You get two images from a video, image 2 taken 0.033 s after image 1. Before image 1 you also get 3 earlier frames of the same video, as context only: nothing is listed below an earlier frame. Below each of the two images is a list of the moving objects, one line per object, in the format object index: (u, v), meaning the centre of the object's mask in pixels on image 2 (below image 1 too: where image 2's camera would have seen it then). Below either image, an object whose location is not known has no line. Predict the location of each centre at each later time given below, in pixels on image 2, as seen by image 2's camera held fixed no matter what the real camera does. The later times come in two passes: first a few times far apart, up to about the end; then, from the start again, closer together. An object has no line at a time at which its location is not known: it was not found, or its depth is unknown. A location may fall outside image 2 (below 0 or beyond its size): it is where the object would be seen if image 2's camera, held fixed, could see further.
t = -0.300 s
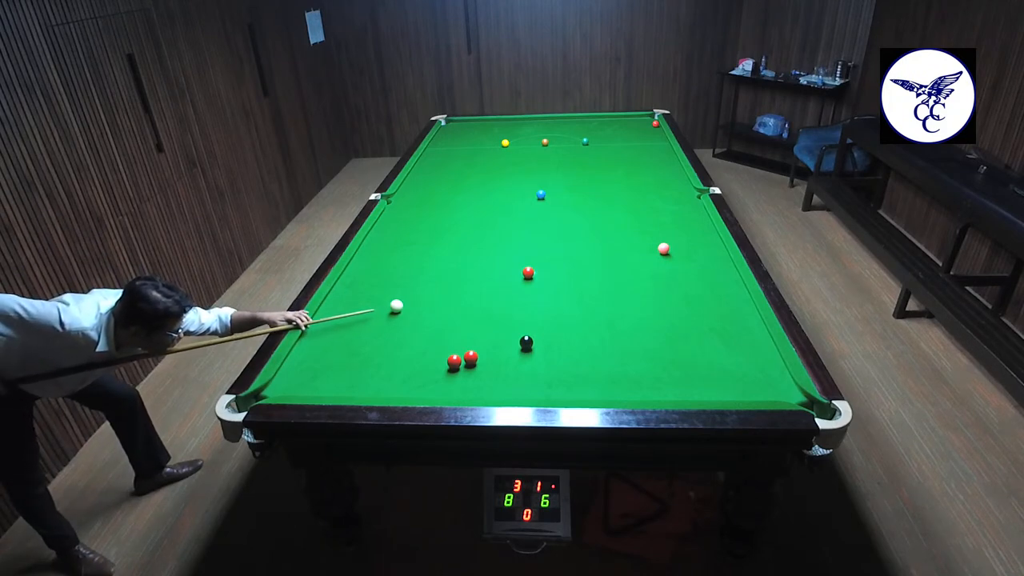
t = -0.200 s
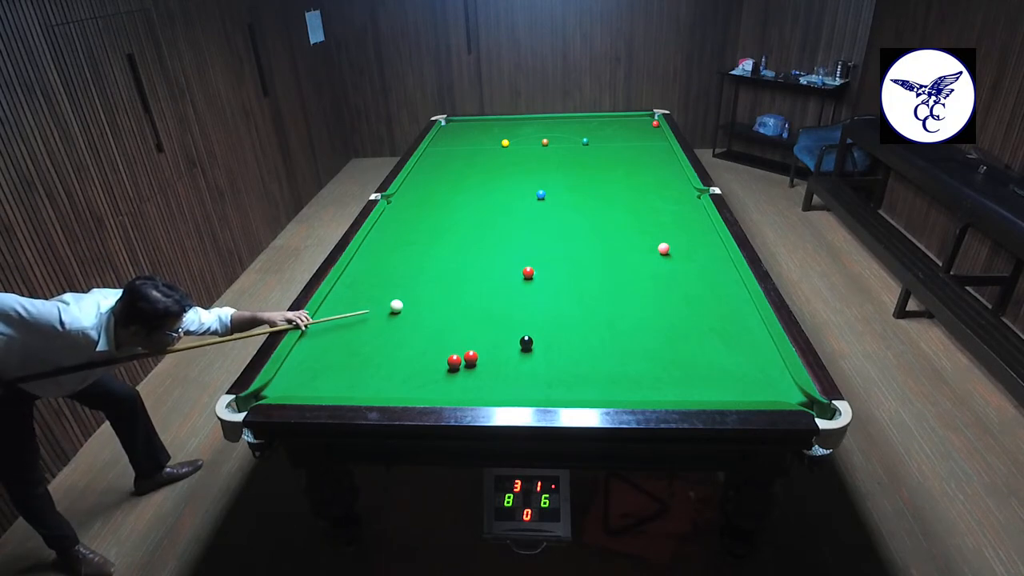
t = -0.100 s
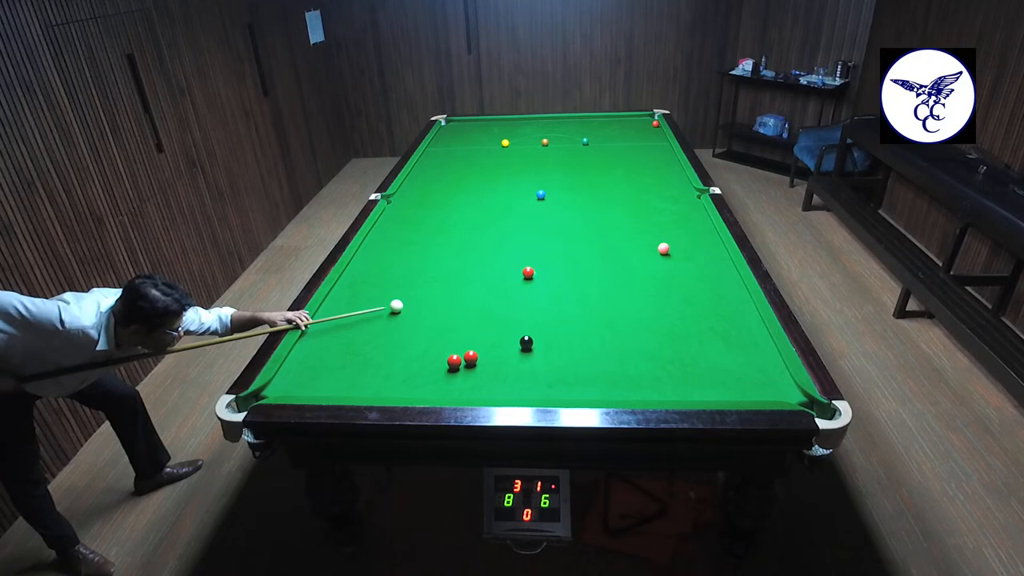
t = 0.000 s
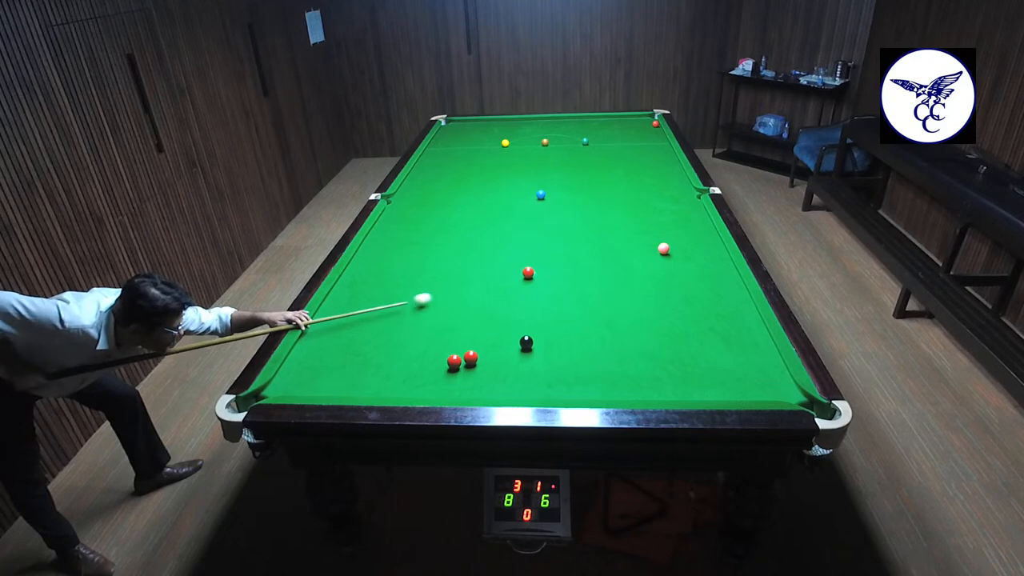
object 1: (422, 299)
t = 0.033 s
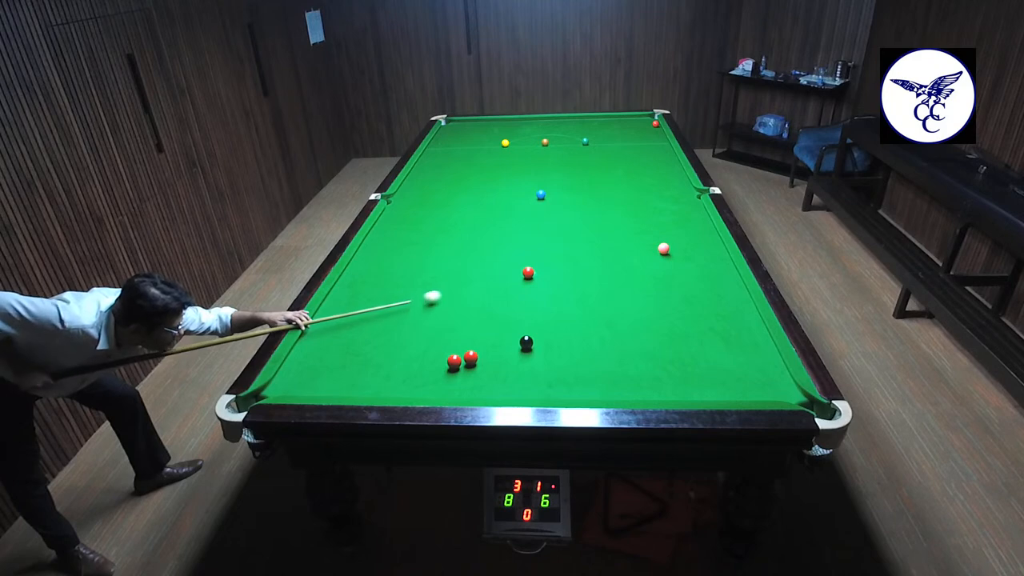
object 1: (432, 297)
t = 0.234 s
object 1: (484, 285)
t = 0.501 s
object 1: (530, 279)
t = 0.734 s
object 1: (554, 281)
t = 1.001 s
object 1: (580, 284)
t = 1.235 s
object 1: (602, 286)
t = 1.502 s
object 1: (626, 288)
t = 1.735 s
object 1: (646, 290)
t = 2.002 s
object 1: (668, 292)
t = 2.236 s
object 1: (685, 294)
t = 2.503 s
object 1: (704, 296)
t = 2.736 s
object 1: (720, 298)
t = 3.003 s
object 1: (736, 300)
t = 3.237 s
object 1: (745, 302)
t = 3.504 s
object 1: (737, 303)
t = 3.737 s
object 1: (731, 303)
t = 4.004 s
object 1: (726, 304)
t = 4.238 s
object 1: (722, 305)
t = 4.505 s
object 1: (719, 305)
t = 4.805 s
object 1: (714, 304)
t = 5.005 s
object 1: (718, 305)
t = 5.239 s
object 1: (718, 305)
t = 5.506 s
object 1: (719, 305)
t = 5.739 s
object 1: (719, 305)
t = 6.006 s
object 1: (719, 305)
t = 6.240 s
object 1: (719, 305)
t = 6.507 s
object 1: (719, 305)
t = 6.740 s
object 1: (719, 305)
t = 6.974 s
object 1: (719, 305)
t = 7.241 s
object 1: (719, 305)
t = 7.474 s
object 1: (719, 305)
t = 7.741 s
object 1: (719, 305)
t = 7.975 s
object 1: (719, 305)
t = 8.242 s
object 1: (719, 305)
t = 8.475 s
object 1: (719, 305)
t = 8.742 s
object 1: (719, 305)
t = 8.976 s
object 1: (719, 305)
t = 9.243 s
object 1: (719, 305)
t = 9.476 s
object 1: (719, 305)
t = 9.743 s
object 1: (719, 305)
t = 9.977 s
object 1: (718, 305)
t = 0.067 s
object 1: (441, 295)
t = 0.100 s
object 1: (450, 292)
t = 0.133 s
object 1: (459, 290)
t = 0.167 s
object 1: (468, 288)
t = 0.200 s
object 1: (476, 286)
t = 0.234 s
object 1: (484, 285)
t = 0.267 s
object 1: (493, 282)
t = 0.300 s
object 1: (501, 280)
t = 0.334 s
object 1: (509, 279)
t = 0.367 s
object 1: (517, 277)
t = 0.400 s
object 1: (521, 277)
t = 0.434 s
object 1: (524, 278)
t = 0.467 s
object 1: (527, 279)
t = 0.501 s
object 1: (530, 279)
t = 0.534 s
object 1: (533, 279)
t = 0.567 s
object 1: (537, 280)
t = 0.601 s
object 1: (540, 280)
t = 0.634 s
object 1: (544, 281)
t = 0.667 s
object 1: (547, 281)
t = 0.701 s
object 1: (550, 281)
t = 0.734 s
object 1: (554, 281)
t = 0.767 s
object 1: (557, 282)
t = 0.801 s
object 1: (560, 282)
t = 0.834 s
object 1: (564, 282)
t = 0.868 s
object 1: (567, 283)
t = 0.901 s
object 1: (570, 283)
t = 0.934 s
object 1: (573, 283)
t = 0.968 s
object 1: (577, 284)
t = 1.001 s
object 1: (580, 284)
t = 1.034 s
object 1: (583, 284)
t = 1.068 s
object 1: (586, 285)
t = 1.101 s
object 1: (589, 285)
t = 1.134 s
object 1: (593, 285)
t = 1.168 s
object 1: (596, 285)
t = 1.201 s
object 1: (599, 286)
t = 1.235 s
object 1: (602, 286)
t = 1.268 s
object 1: (605, 286)
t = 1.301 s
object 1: (608, 287)
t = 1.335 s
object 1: (611, 287)
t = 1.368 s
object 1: (614, 287)
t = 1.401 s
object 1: (617, 287)
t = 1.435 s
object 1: (620, 288)
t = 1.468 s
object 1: (623, 288)
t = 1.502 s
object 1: (626, 288)
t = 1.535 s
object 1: (629, 288)
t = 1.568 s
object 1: (632, 289)
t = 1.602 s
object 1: (635, 289)
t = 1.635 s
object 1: (638, 289)
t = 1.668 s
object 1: (640, 290)
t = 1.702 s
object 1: (643, 290)
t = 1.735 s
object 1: (646, 290)
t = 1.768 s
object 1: (649, 290)
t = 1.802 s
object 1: (652, 291)
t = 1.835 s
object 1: (654, 291)
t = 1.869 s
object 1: (657, 291)
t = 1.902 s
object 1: (660, 292)
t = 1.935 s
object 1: (662, 292)
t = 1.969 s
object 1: (665, 292)
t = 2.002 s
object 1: (668, 292)
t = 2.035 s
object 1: (670, 293)
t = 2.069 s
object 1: (673, 293)
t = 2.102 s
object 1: (675, 293)
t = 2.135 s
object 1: (678, 293)
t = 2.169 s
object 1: (680, 294)
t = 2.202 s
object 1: (682, 294)
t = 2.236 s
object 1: (685, 294)
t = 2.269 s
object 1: (688, 294)
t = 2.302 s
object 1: (690, 295)
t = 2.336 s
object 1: (693, 295)
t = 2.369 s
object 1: (695, 295)
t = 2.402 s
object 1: (697, 296)
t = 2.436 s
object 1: (700, 296)
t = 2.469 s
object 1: (702, 296)
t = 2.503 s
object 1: (704, 296)
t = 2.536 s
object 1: (707, 297)
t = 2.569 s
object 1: (709, 297)
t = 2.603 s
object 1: (711, 297)
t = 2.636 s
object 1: (714, 297)
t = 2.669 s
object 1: (716, 298)
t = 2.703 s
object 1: (718, 298)
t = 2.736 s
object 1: (720, 298)
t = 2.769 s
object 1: (722, 298)
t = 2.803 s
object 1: (724, 299)
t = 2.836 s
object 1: (727, 299)
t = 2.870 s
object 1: (728, 299)
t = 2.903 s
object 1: (731, 299)
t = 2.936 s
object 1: (733, 300)
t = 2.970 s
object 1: (734, 300)
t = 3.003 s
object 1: (736, 300)
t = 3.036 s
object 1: (738, 300)
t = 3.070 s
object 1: (740, 301)
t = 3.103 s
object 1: (742, 301)
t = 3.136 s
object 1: (744, 301)
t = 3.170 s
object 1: (746, 301)
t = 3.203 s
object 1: (746, 302)
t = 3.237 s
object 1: (745, 302)
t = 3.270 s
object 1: (744, 302)
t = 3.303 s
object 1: (743, 302)
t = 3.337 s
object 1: (742, 302)
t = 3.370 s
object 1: (741, 302)
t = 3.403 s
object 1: (740, 302)
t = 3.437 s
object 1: (739, 302)
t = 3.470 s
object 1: (738, 302)
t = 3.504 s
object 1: (737, 303)
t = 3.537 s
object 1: (736, 303)
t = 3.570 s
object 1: (735, 303)
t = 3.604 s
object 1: (734, 303)
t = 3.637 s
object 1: (733, 303)
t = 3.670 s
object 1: (733, 303)
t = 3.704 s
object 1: (732, 303)
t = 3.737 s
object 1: (731, 303)
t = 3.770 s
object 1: (730, 303)
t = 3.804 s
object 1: (730, 304)
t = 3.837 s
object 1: (729, 304)
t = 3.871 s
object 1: (728, 304)
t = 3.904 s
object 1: (727, 304)
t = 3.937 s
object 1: (727, 304)
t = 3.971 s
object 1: (726, 304)
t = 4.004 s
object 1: (726, 304)
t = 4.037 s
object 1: (725, 304)
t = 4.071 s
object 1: (724, 304)
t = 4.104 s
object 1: (724, 304)
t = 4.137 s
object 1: (723, 305)
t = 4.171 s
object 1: (723, 304)
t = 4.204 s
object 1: (722, 304)
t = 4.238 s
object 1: (722, 305)
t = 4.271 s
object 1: (721, 305)
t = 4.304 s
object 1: (721, 305)
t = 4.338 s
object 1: (720, 305)
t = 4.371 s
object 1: (720, 305)
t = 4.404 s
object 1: (720, 305)
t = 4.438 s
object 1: (720, 305)
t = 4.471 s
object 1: (719, 305)
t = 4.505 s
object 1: (719, 305)
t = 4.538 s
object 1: (719, 305)
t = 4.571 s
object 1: (719, 305)
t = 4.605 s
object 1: (718, 305)
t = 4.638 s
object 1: (719, 305)
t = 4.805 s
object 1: (714, 304)
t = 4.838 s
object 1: (718, 305)
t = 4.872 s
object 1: (718, 304)
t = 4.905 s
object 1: (718, 303)
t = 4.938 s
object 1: (718, 303)
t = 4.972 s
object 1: (718, 305)
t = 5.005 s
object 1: (718, 305)
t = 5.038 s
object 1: (718, 305)
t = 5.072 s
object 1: (718, 305)
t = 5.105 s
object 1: (718, 305)
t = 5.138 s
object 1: (719, 305)
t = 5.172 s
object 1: (719, 305)
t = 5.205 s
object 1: (719, 305)
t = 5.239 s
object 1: (718, 305)
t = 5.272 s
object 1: (718, 305)
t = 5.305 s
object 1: (718, 305)
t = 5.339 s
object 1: (718, 305)
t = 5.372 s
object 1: (718, 305)
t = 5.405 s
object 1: (718, 305)
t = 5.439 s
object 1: (719, 305)
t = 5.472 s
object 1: (718, 305)
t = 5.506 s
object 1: (719, 305)
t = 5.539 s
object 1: (718, 305)
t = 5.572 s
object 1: (718, 305)
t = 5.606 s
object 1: (718, 305)
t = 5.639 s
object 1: (718, 305)
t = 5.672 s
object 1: (719, 305)
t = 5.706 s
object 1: (719, 305)
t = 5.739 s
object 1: (719, 305)
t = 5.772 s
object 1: (718, 305)
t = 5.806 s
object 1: (718, 305)
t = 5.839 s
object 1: (718, 305)
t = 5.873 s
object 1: (718, 305)
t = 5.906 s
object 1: (719, 305)
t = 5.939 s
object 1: (719, 305)
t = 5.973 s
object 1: (719, 305)
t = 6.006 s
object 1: (719, 305)
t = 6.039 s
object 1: (719, 305)
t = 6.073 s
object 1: (719, 305)
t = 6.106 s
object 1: (719, 305)
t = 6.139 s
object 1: (719, 305)
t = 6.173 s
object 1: (719, 305)
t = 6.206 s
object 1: (719, 305)
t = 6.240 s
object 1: (719, 305)
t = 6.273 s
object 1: (719, 305)
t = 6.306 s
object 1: (719, 305)
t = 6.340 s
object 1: (719, 305)
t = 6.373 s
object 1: (719, 305)
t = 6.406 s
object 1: (719, 305)
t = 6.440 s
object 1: (719, 305)
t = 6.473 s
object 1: (719, 305)
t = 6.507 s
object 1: (719, 305)
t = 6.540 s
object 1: (719, 305)
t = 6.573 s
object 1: (719, 305)
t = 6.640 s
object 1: (719, 305)
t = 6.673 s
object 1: (719, 305)
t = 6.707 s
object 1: (719, 305)
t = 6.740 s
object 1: (719, 305)
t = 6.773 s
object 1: (719, 305)
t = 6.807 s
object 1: (719, 305)
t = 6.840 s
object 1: (719, 305)
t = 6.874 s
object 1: (719, 305)
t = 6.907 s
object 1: (719, 305)
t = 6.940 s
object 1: (719, 305)
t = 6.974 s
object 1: (719, 305)
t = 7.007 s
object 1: (719, 305)
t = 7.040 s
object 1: (719, 305)
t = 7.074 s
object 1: (719, 305)
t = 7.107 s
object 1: (719, 305)
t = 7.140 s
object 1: (719, 305)
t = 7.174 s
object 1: (719, 305)
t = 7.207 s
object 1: (719, 305)
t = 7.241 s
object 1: (719, 305)
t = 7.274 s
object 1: (719, 305)
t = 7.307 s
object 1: (719, 305)
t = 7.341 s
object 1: (719, 305)
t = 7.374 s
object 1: (719, 305)
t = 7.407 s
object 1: (719, 305)
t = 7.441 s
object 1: (719, 305)
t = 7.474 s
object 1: (719, 305)
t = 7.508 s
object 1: (719, 305)
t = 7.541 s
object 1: (719, 305)
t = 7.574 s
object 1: (719, 305)
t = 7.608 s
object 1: (719, 305)
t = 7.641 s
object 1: (719, 305)
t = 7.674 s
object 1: (719, 305)
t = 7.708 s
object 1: (719, 305)
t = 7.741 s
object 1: (719, 305)
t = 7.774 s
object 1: (719, 305)
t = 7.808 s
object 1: (719, 305)
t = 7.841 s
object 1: (719, 305)
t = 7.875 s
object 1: (719, 305)
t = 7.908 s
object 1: (719, 305)
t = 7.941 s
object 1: (719, 305)
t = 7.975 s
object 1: (719, 305)
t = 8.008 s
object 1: (719, 305)
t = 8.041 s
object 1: (719, 305)
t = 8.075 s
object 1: (719, 305)
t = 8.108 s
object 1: (719, 305)
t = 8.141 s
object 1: (719, 305)
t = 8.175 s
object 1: (719, 305)
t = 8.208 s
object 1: (719, 305)
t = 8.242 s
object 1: (719, 305)
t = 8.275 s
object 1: (719, 305)
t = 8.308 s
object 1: (719, 305)
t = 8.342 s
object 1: (719, 305)
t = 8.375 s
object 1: (719, 305)
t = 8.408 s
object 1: (719, 305)
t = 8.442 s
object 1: (719, 305)
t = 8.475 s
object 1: (719, 305)
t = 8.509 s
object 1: (719, 305)
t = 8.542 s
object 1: (719, 305)
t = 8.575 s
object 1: (719, 305)
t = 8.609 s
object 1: (719, 305)
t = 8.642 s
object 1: (719, 305)
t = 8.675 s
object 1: (719, 305)
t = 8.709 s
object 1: (719, 305)
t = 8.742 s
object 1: (719, 305)
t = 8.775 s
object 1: (719, 305)
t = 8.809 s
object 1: (719, 305)
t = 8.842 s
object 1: (719, 305)
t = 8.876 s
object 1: (719, 305)
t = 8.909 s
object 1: (719, 305)
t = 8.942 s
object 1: (719, 305)
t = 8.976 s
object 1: (719, 305)
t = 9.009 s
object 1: (719, 305)
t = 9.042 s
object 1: (719, 305)
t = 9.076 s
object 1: (719, 305)
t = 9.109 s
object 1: (719, 305)
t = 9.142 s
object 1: (719, 305)
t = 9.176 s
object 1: (719, 305)
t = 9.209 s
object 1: (719, 305)
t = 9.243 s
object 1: (719, 305)
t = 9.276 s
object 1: (719, 305)
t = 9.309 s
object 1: (719, 305)
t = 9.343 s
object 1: (719, 305)
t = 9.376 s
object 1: (719, 305)
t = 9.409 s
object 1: (719, 305)
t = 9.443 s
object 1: (719, 305)
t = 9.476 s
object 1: (719, 305)
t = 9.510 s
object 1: (719, 305)
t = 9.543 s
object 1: (719, 305)
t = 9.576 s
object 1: (719, 305)
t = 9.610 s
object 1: (719, 305)
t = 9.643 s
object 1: (719, 305)
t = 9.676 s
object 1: (719, 305)
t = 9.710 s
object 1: (719, 305)
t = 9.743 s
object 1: (719, 305)
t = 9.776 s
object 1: (719, 305)
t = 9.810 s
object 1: (719, 305)
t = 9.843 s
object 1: (719, 305)
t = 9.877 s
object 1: (718, 305)
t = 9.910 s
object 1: (718, 305)
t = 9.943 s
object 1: (718, 305)
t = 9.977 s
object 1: (718, 305)
